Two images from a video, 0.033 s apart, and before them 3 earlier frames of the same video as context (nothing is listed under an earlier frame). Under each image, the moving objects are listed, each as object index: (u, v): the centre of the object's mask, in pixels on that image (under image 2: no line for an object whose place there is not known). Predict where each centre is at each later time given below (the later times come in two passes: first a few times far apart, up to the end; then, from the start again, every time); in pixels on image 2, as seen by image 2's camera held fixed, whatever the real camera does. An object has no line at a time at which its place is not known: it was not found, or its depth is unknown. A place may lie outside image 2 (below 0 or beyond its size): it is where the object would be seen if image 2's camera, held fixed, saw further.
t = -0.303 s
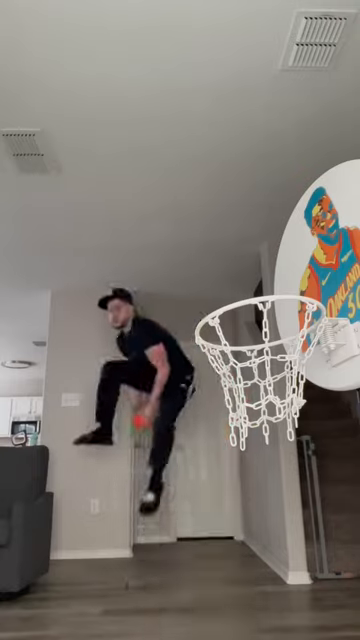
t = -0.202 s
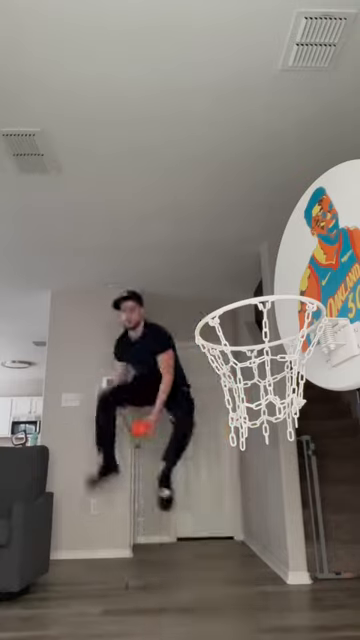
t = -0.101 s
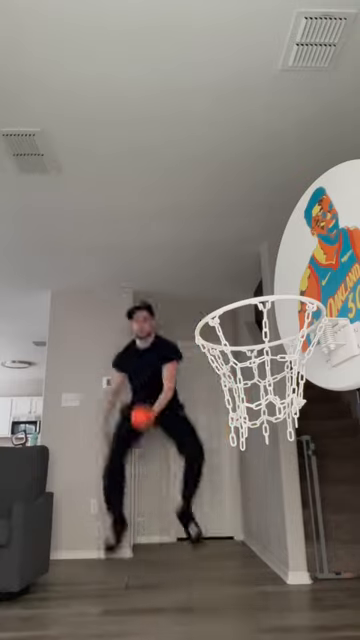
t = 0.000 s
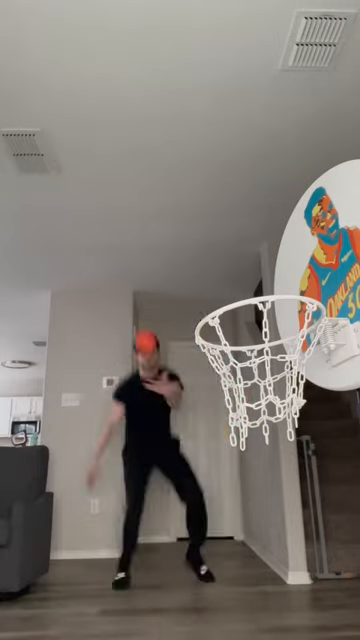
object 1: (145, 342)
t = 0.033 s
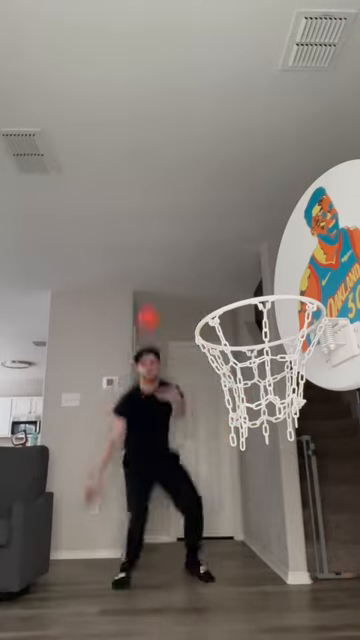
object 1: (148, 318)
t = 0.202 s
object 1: (157, 218)
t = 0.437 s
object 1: (174, 125)
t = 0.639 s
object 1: (199, 107)
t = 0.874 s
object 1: (271, 267)
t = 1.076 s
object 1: (242, 437)
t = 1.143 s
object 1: (234, 505)
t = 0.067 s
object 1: (148, 297)
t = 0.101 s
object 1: (152, 274)
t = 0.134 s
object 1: (154, 254)
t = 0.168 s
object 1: (155, 236)
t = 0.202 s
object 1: (157, 218)
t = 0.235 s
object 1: (159, 200)
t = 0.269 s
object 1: (161, 184)
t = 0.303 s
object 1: (164, 170)
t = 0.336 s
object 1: (166, 157)
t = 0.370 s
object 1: (168, 144)
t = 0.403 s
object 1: (171, 134)
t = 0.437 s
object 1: (174, 125)
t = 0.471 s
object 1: (177, 117)
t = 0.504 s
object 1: (181, 111)
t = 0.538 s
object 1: (185, 106)
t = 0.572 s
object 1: (189, 104)
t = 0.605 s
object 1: (194, 104)
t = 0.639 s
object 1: (199, 107)
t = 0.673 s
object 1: (205, 113)
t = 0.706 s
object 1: (213, 123)
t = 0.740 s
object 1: (221, 137)
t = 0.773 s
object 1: (231, 158)
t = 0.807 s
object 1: (243, 186)
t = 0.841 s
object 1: (256, 224)
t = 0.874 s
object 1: (271, 267)
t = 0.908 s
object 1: (283, 333)
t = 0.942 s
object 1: (270, 363)
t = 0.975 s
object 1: (257, 385)
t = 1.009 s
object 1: (251, 397)
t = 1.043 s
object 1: (248, 417)
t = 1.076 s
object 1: (242, 437)
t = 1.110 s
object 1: (237, 465)
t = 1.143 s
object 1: (234, 505)
